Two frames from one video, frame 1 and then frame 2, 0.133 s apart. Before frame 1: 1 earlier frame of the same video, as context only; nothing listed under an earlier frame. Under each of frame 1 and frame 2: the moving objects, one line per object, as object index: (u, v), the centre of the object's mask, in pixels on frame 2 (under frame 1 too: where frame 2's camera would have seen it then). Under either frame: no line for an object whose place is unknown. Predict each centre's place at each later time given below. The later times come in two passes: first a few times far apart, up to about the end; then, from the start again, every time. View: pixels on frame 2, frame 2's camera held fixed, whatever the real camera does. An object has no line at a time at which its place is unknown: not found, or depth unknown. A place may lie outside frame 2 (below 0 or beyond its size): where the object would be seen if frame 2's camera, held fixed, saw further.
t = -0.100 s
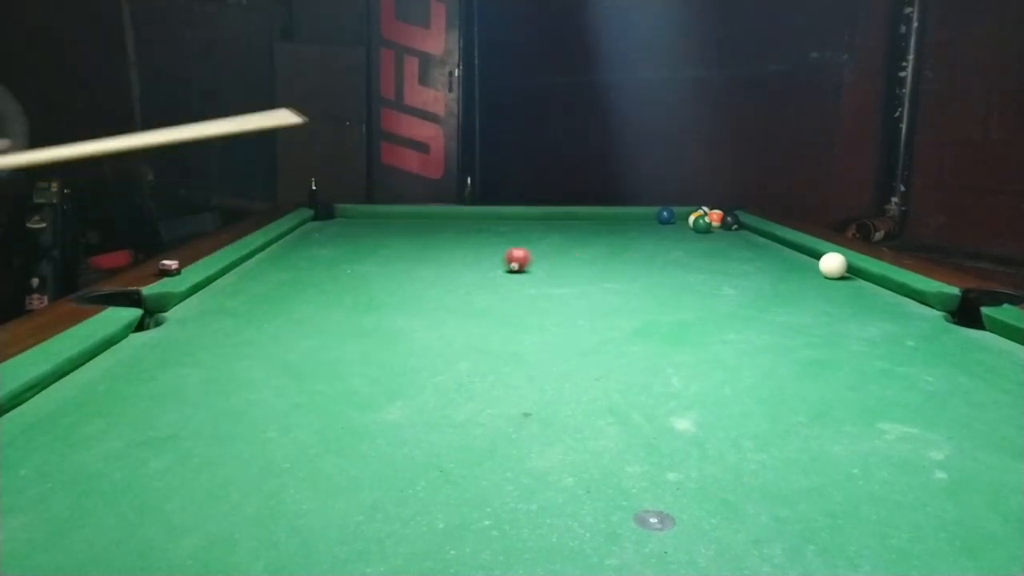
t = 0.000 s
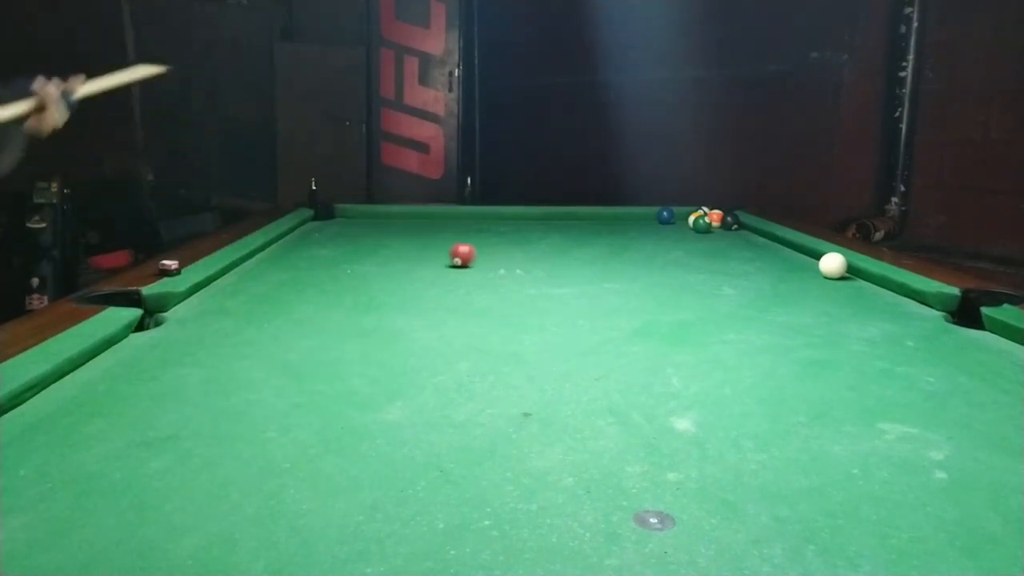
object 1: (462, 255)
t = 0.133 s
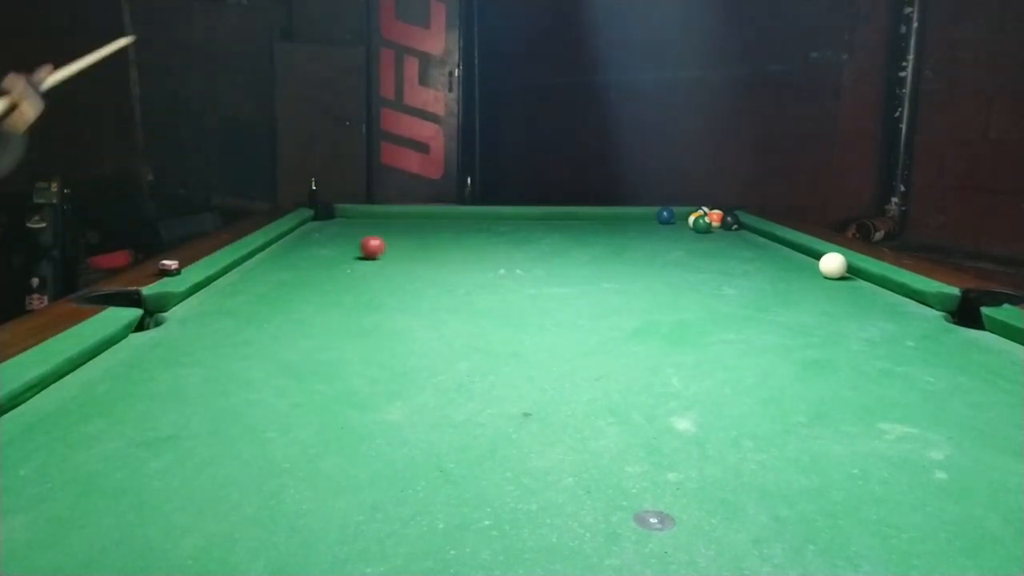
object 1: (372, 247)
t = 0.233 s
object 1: (319, 243)
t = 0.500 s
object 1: (345, 234)
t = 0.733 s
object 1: (409, 228)
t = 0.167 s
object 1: (363, 247)
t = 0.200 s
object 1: (336, 244)
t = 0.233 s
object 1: (319, 243)
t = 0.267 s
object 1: (302, 242)
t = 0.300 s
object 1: (286, 240)
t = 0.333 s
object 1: (285, 240)
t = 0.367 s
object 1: (302, 238)
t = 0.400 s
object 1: (313, 237)
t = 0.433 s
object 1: (324, 236)
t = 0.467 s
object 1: (335, 235)
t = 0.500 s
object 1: (345, 234)
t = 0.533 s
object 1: (355, 233)
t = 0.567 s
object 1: (365, 232)
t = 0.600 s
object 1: (374, 232)
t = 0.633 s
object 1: (383, 230)
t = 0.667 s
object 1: (392, 230)
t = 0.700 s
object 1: (400, 229)
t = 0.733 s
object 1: (409, 228)
